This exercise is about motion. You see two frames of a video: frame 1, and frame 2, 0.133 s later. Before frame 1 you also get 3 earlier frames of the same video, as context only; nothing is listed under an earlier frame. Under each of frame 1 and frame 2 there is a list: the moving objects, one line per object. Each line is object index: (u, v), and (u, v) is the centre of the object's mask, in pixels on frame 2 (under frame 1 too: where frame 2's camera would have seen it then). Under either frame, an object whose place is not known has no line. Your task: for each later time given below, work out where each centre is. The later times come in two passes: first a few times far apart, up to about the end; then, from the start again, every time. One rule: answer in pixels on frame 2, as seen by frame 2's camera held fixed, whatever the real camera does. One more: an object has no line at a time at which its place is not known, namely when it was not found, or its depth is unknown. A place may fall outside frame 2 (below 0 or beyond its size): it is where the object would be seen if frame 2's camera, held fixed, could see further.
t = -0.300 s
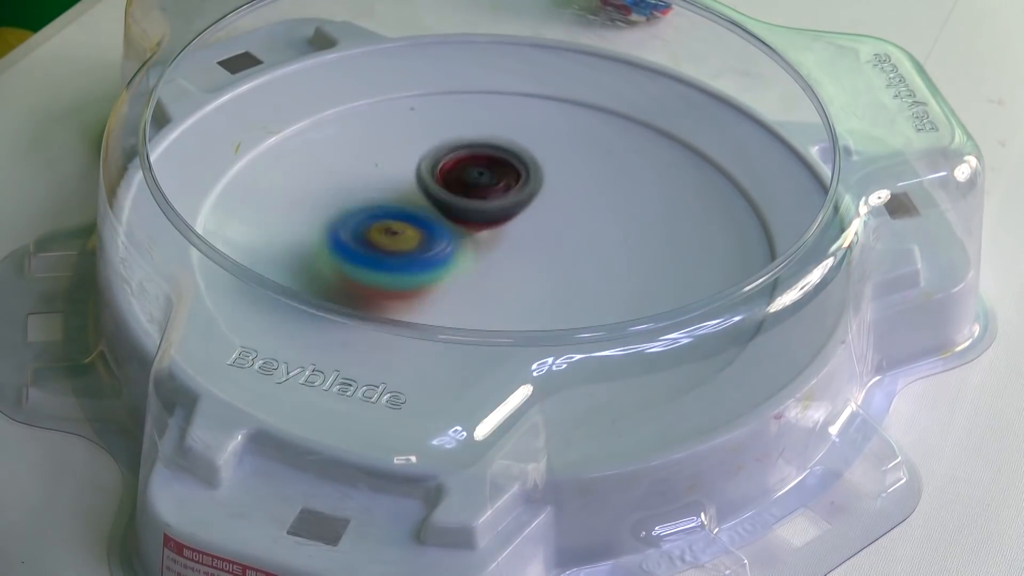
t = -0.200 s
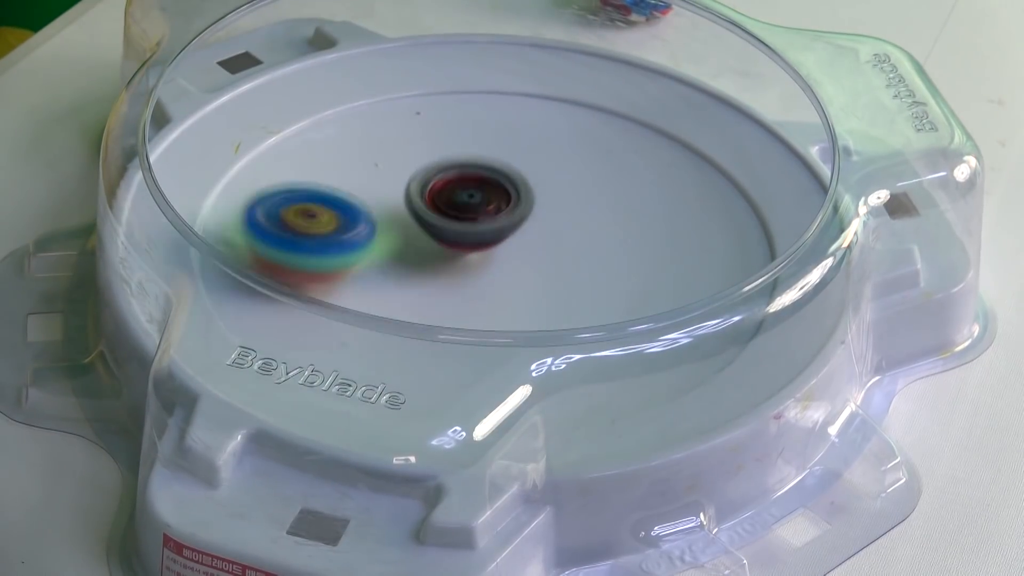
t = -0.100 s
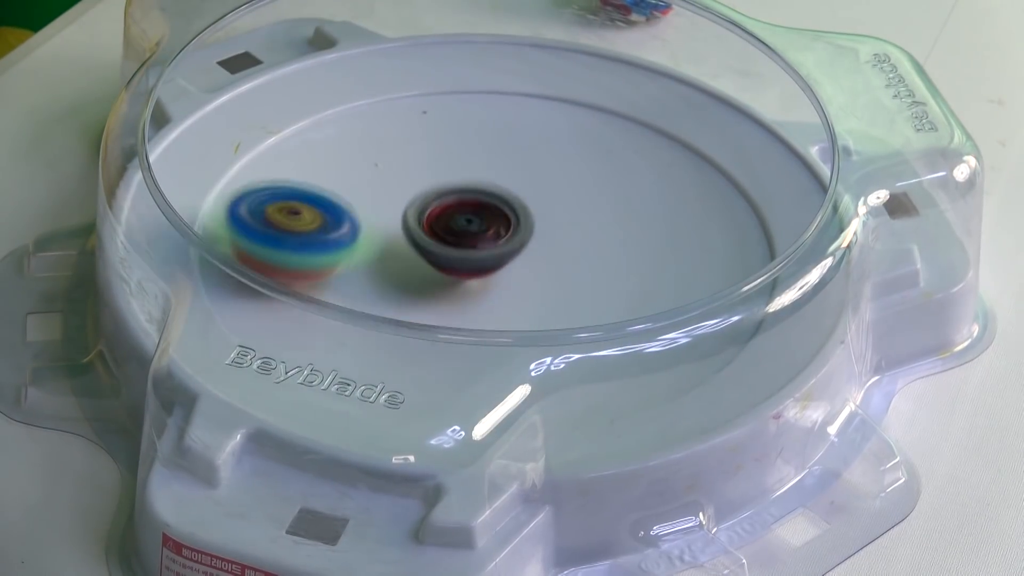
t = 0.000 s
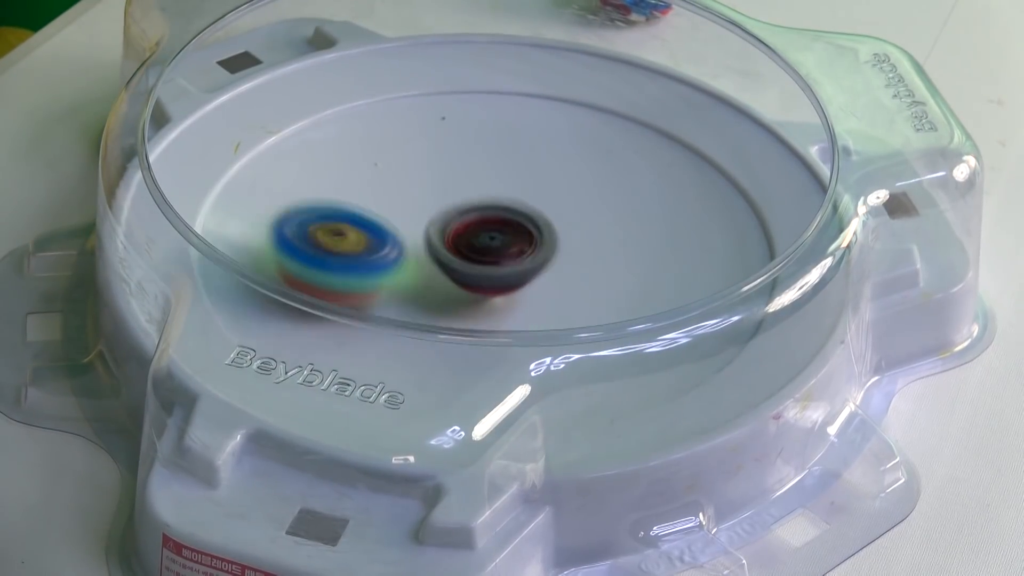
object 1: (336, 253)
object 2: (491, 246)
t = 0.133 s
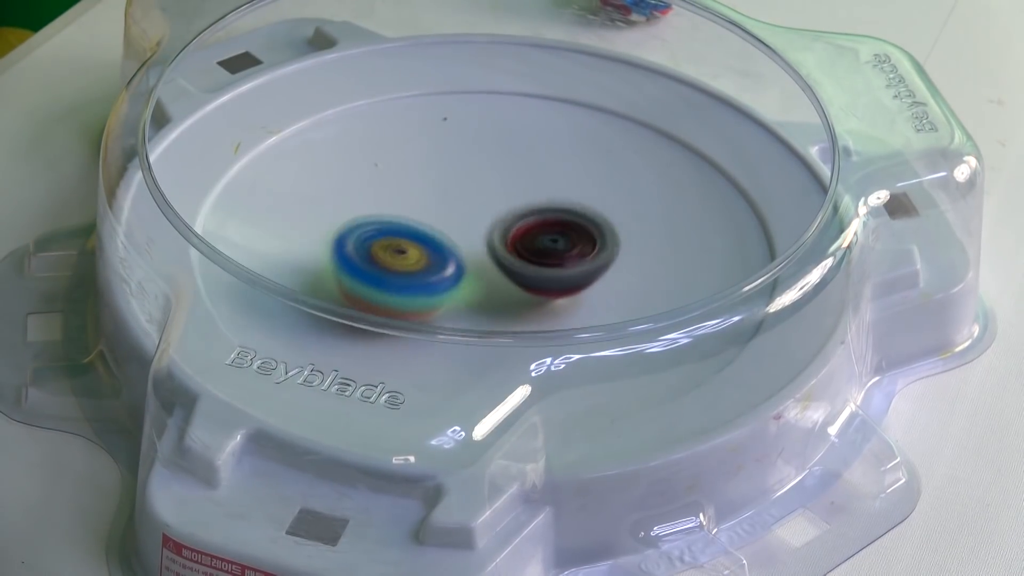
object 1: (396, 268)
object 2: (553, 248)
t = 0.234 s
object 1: (412, 260)
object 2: (577, 230)
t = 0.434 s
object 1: (389, 209)
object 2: (537, 216)
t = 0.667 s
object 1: (360, 229)
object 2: (513, 226)
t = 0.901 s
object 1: (425, 192)
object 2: (559, 257)
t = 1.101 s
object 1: (418, 172)
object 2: (573, 261)
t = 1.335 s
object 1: (422, 203)
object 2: (534, 251)
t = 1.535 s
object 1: (446, 162)
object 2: (558, 290)
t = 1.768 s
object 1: (448, 198)
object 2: (580, 281)
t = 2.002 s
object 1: (513, 197)
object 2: (520, 291)
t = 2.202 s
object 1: (545, 188)
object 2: (502, 298)
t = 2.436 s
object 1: (526, 204)
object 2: (493, 292)
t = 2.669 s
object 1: (555, 220)
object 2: (454, 281)
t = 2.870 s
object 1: (584, 241)
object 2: (424, 265)
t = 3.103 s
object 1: (555, 269)
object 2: (410, 235)
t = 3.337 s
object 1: (533, 272)
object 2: (407, 205)
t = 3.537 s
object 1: (536, 274)
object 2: (420, 192)
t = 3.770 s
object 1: (500, 284)
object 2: (454, 187)
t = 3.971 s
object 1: (456, 277)
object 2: (496, 184)
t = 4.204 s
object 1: (437, 252)
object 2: (549, 189)
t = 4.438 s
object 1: (445, 238)
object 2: (583, 208)
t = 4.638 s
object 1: (453, 229)
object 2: (594, 235)
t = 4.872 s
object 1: (463, 222)
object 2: (580, 269)
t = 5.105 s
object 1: (482, 221)
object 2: (545, 292)
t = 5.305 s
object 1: (507, 222)
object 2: (497, 299)
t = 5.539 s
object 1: (528, 234)
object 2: (442, 293)
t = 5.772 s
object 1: (535, 251)
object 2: (394, 268)
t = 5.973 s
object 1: (519, 260)
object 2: (375, 233)
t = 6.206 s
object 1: (491, 266)
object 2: (387, 192)
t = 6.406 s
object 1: (469, 264)
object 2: (423, 168)
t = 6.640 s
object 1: (453, 253)
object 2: (485, 159)
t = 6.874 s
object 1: (449, 239)
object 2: (562, 181)
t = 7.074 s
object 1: (461, 231)
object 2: (600, 211)
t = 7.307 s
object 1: (481, 225)
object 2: (608, 259)
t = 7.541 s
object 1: (498, 227)
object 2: (563, 297)
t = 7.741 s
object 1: (508, 232)
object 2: (490, 307)
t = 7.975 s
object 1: (514, 244)
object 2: (403, 291)
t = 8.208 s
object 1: (508, 251)
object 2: (362, 239)
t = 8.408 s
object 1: (499, 259)
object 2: (387, 189)
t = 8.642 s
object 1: (490, 259)
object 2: (462, 163)
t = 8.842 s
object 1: (471, 253)
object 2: (537, 172)
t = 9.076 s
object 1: (464, 242)
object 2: (594, 220)
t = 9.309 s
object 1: (475, 237)
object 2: (581, 288)
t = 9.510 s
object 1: (479, 240)
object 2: (499, 347)
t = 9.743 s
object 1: (475, 246)
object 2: (374, 315)
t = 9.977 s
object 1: (478, 245)
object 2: (343, 242)
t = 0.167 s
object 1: (404, 267)
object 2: (565, 243)
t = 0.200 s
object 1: (409, 264)
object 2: (573, 237)
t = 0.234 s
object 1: (412, 260)
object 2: (577, 230)
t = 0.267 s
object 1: (414, 252)
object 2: (575, 223)
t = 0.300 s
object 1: (414, 242)
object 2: (569, 217)
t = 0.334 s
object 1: (411, 233)
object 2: (560, 213)
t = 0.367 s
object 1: (406, 224)
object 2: (550, 213)
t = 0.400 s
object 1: (398, 216)
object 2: (542, 214)
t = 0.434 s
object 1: (389, 209)
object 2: (537, 216)
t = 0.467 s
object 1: (379, 203)
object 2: (534, 218)
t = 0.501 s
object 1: (368, 200)
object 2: (532, 220)
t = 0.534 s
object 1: (359, 200)
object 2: (531, 221)
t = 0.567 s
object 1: (353, 204)
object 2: (528, 221)
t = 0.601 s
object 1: (352, 213)
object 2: (522, 222)
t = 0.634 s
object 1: (355, 221)
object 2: (517, 224)
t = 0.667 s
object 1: (360, 229)
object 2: (513, 226)
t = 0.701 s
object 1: (366, 232)
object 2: (512, 228)
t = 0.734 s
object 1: (372, 231)
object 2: (516, 232)
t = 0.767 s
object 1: (380, 226)
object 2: (525, 239)
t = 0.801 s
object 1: (392, 220)
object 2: (534, 246)
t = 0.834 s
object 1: (405, 211)
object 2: (543, 251)
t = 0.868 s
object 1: (417, 201)
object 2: (551, 255)
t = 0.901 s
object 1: (425, 192)
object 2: (559, 257)
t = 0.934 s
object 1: (431, 184)
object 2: (566, 259)
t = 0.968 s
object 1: (432, 180)
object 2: (572, 260)
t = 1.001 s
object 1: (432, 175)
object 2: (576, 260)
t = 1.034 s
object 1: (429, 172)
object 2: (578, 261)
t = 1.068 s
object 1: (424, 171)
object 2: (577, 261)
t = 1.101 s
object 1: (418, 172)
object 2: (573, 261)
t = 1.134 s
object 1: (413, 175)
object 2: (569, 261)
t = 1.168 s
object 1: (406, 181)
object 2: (562, 259)
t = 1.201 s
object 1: (403, 185)
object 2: (556, 257)
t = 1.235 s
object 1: (400, 190)
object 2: (550, 254)
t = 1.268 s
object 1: (402, 193)
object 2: (546, 252)
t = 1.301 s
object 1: (407, 201)
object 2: (540, 250)
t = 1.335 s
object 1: (422, 203)
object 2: (534, 251)
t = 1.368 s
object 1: (428, 196)
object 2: (539, 264)
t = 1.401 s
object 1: (434, 183)
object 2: (543, 277)
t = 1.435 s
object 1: (440, 174)
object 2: (546, 284)
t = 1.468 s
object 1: (444, 167)
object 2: (548, 288)
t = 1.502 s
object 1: (446, 163)
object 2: (552, 289)
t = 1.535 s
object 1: (446, 162)
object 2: (558, 290)
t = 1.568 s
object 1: (447, 164)
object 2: (566, 290)
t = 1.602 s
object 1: (447, 169)
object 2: (574, 290)
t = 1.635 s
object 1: (449, 175)
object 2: (579, 288)
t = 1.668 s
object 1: (450, 182)
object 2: (581, 286)
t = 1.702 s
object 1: (451, 188)
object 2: (582, 284)
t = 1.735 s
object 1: (450, 194)
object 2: (582, 283)
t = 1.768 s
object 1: (448, 198)
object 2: (580, 281)
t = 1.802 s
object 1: (446, 202)
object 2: (576, 280)
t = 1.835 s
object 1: (448, 205)
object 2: (569, 279)
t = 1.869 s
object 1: (453, 208)
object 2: (562, 277)
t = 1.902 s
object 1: (464, 211)
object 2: (555, 276)
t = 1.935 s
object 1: (479, 208)
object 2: (545, 281)
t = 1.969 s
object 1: (496, 202)
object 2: (533, 287)
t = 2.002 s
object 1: (513, 197)
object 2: (520, 291)
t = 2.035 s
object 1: (526, 192)
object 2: (511, 294)
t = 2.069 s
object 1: (533, 189)
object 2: (505, 295)
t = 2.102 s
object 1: (539, 186)
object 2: (504, 296)
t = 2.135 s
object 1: (542, 186)
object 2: (503, 297)
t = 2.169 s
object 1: (544, 187)
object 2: (503, 298)
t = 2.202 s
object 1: (545, 188)
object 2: (502, 298)
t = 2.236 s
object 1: (542, 190)
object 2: (501, 298)
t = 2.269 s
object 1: (539, 192)
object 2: (501, 298)
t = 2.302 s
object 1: (535, 195)
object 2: (500, 298)
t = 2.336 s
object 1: (533, 198)
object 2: (499, 296)
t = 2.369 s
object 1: (530, 201)
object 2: (498, 295)
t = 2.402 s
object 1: (528, 202)
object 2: (497, 293)
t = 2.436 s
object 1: (526, 204)
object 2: (493, 292)
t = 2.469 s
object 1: (527, 205)
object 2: (490, 290)
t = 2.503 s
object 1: (529, 208)
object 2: (486, 289)
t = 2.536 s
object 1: (532, 209)
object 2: (482, 287)
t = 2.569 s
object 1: (535, 211)
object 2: (475, 286)
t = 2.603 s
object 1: (539, 214)
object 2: (468, 285)
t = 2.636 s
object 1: (546, 217)
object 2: (462, 283)
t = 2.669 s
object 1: (555, 220)
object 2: (454, 281)
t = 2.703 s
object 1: (562, 222)
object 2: (445, 279)
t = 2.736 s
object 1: (569, 225)
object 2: (438, 276)
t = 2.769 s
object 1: (575, 230)
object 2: (433, 274)
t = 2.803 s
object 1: (580, 233)
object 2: (429, 271)
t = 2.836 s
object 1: (582, 238)
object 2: (426, 267)
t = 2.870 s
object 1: (584, 241)
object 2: (424, 265)
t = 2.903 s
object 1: (582, 245)
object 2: (422, 262)
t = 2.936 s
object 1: (579, 249)
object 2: (420, 259)
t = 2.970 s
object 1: (574, 253)
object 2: (418, 256)
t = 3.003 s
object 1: (568, 256)
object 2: (417, 253)
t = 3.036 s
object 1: (563, 259)
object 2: (416, 249)
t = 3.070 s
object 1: (559, 264)
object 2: (412, 243)
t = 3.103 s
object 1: (555, 269)
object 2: (410, 235)
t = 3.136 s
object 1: (551, 274)
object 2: (408, 229)
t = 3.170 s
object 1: (546, 276)
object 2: (407, 224)
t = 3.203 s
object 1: (540, 277)
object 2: (406, 220)
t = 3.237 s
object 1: (537, 276)
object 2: (405, 215)
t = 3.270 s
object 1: (536, 275)
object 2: (406, 212)
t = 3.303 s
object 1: (534, 273)
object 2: (406, 208)
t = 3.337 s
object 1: (533, 272)
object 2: (407, 205)
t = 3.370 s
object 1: (534, 272)
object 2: (409, 202)
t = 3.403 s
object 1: (536, 271)
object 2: (410, 200)
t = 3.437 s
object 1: (537, 270)
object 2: (412, 197)
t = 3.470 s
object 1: (537, 271)
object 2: (414, 195)
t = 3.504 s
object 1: (537, 273)
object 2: (417, 194)
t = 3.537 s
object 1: (536, 274)
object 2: (420, 192)
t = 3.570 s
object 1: (533, 276)
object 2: (424, 191)
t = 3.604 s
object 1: (530, 279)
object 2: (429, 189)
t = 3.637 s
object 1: (526, 281)
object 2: (433, 189)
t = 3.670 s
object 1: (520, 281)
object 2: (438, 188)
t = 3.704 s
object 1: (513, 283)
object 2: (443, 188)
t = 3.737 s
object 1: (507, 284)
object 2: (449, 188)
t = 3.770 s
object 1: (500, 284)
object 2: (454, 187)
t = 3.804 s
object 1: (492, 284)
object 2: (460, 187)
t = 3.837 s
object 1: (484, 283)
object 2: (466, 186)
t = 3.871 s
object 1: (478, 281)
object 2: (473, 185)
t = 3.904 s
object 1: (471, 280)
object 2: (480, 185)
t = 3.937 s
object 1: (465, 279)
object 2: (488, 184)
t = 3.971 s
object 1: (456, 277)
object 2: (496, 184)
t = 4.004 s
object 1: (451, 274)
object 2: (505, 184)
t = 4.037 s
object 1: (447, 271)
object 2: (513, 184)
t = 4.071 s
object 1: (446, 268)
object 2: (520, 184)
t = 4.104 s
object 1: (444, 264)
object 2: (526, 185)
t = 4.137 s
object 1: (441, 259)
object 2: (534, 186)
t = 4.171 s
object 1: (439, 255)
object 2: (541, 187)
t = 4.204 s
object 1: (437, 252)
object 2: (549, 189)
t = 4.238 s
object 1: (437, 248)
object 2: (555, 191)
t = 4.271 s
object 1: (438, 246)
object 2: (561, 194)
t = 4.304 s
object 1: (441, 244)
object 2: (565, 197)
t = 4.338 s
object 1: (442, 242)
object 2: (571, 199)
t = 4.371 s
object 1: (442, 241)
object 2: (574, 202)
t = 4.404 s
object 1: (443, 238)
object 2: (579, 205)
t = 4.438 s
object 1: (445, 238)
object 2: (583, 208)
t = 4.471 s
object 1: (447, 236)
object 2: (586, 211)
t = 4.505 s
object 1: (449, 235)
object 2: (588, 215)
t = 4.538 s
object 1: (451, 233)
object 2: (591, 220)
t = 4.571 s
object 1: (452, 232)
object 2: (592, 224)
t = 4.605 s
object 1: (452, 231)
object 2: (593, 230)
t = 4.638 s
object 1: (453, 229)
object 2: (594, 235)
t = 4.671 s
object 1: (453, 227)
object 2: (593, 240)
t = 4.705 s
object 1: (455, 225)
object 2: (592, 245)
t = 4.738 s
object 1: (456, 224)
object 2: (591, 250)
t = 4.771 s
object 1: (458, 223)
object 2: (589, 255)
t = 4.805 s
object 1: (459, 223)
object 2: (587, 259)
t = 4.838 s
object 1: (461, 223)
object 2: (584, 264)
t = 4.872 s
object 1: (463, 222)
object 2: (580, 269)
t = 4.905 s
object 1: (466, 222)
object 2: (576, 273)
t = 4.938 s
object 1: (468, 221)
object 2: (571, 278)
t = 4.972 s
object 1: (471, 221)
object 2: (567, 281)
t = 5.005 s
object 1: (474, 220)
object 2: (562, 285)
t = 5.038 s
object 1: (477, 220)
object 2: (555, 287)
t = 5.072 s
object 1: (479, 220)
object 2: (551, 289)
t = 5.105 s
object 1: (482, 221)
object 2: (545, 292)
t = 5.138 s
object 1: (484, 220)
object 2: (537, 294)
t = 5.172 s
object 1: (488, 221)
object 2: (530, 295)
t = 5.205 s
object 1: (493, 220)
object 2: (521, 297)
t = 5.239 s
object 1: (498, 220)
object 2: (512, 298)
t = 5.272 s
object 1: (502, 221)
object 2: (505, 298)
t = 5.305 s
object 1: (507, 222)
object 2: (497, 299)
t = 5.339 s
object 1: (511, 222)
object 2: (488, 299)
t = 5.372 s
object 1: (514, 223)
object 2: (482, 300)
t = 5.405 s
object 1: (518, 224)
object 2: (474, 299)
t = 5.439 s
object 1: (520, 226)
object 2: (465, 297)
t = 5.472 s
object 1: (524, 229)
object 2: (458, 297)
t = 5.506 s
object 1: (526, 232)
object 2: (449, 295)
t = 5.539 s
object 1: (528, 234)
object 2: (442, 293)
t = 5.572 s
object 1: (530, 237)
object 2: (433, 291)
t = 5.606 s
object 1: (532, 239)
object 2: (426, 289)
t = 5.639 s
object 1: (533, 242)
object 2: (418, 285)
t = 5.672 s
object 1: (535, 244)
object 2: (410, 281)
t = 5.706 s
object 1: (536, 247)
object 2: (404, 277)
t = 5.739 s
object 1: (535, 250)
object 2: (398, 273)
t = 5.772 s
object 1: (535, 251)
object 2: (394, 268)
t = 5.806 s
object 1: (533, 252)
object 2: (389, 263)
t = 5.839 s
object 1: (531, 254)
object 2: (385, 258)
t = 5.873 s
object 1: (529, 256)
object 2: (381, 252)
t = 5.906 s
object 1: (527, 257)
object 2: (378, 245)
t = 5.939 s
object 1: (523, 259)
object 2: (376, 239)
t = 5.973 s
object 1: (519, 260)
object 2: (375, 233)
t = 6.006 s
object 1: (514, 260)
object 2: (374, 227)
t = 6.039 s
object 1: (512, 262)
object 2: (374, 220)
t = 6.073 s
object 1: (509, 263)
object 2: (375, 214)
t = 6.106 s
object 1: (504, 264)
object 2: (376, 208)
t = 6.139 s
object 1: (501, 265)
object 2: (380, 203)
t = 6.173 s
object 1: (495, 265)
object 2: (383, 198)
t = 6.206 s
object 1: (491, 266)
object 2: (387, 192)
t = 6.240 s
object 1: (488, 267)
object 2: (391, 188)
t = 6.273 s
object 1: (484, 267)
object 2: (397, 183)
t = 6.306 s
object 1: (479, 267)
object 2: (403, 179)
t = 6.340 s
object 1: (475, 265)
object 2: (410, 175)
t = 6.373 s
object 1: (471, 265)
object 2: (416, 171)
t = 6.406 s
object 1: (469, 264)
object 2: (423, 168)
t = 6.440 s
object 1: (468, 263)
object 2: (429, 165)
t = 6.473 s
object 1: (464, 262)
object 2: (437, 162)
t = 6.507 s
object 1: (462, 259)
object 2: (446, 161)
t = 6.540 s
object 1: (460, 257)
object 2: (454, 160)
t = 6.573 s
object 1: (459, 256)
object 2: (464, 159)
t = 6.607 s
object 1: (458, 255)
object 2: (473, 159)
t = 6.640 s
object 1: (453, 253)
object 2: (485, 159)
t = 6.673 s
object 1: (450, 252)
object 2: (498, 160)
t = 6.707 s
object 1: (449, 249)
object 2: (510, 161)
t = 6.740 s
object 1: (448, 247)
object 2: (522, 164)
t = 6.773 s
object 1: (446, 244)
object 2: (534, 168)
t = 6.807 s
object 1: (445, 241)
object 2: (546, 172)
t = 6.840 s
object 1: (447, 240)
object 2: (555, 177)
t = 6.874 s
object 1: (449, 239)
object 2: (562, 181)
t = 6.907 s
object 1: (449, 237)
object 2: (569, 185)
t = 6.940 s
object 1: (454, 236)
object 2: (576, 190)
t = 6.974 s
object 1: (457, 235)
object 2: (582, 194)
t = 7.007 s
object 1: (458, 234)
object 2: (588, 200)
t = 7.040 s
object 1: (458, 233)
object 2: (594, 206)
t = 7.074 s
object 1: (461, 231)
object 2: (600, 211)
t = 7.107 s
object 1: (462, 228)
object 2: (604, 218)
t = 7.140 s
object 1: (463, 228)
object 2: (607, 224)
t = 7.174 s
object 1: (468, 227)
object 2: (609, 232)
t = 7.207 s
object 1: (470, 225)
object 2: (609, 239)
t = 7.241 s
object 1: (472, 226)
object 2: (609, 245)
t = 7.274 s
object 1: (477, 226)
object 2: (608, 252)
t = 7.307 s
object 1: (481, 225)
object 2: (608, 259)
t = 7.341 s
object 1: (482, 226)
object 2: (605, 267)
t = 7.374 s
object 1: (486, 226)
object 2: (601, 273)
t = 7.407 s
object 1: (489, 225)
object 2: (595, 279)
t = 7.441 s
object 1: (490, 227)
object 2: (588, 284)
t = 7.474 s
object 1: (495, 227)
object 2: (581, 288)
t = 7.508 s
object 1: (496, 227)
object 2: (572, 293)
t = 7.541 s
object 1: (498, 227)
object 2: (563, 297)
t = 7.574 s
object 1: (502, 227)
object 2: (553, 300)
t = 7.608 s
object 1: (501, 229)
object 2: (541, 303)
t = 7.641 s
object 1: (504, 230)
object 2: (529, 304)
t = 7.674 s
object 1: (504, 230)
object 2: (516, 306)
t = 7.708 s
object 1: (505, 232)
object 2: (503, 306)
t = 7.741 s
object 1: (508, 232)
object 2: (490, 307)
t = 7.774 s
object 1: (507, 234)
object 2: (477, 306)
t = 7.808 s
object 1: (510, 235)
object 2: (464, 305)
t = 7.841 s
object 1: (509, 237)
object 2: (452, 304)
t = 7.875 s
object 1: (510, 238)
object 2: (441, 301)
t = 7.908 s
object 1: (510, 240)
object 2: (429, 299)
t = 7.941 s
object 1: (509, 243)
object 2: (417, 295)
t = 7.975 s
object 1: (514, 244)
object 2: (403, 291)
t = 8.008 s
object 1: (513, 246)
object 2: (387, 285)
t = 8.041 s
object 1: (516, 247)
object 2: (377, 278)
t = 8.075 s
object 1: (514, 248)
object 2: (369, 272)
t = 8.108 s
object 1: (515, 249)
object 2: (364, 265)
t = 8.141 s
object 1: (512, 250)
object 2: (362, 256)
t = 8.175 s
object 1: (512, 251)
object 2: (362, 247)
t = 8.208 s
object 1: (508, 251)
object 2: (362, 239)
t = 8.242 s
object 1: (507, 251)
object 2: (364, 230)
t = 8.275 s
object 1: (505, 253)
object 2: (366, 222)
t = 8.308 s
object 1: (506, 256)
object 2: (368, 213)
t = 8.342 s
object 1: (503, 257)
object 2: (373, 205)
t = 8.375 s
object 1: (504, 259)
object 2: (380, 196)
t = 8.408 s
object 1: (499, 259)
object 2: (387, 189)
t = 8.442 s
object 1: (500, 260)
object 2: (395, 182)
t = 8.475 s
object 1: (496, 260)
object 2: (405, 177)
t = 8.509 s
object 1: (497, 260)
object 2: (415, 172)
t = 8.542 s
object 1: (493, 260)
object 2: (426, 169)
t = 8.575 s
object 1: (494, 260)
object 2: (437, 166)
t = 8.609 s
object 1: (490, 260)
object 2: (449, 165)
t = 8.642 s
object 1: (490, 259)
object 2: (462, 163)
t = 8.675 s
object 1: (486, 258)
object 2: (473, 162)
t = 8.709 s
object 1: (486, 258)
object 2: (485, 161)
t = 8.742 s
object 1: (481, 256)
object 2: (499, 161)
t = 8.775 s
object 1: (480, 256)
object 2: (511, 164)
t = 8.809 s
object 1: (474, 255)
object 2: (524, 167)
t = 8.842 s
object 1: (471, 253)
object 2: (537, 172)
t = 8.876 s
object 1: (472, 252)
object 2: (550, 177)
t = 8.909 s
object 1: (467, 251)
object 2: (560, 181)
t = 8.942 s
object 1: (465, 250)
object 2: (568, 185)
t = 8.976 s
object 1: (464, 246)
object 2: (576, 194)
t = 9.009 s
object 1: (465, 245)
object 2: (584, 203)
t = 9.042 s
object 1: (467, 245)
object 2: (590, 212)
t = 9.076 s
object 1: (464, 242)
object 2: (594, 220)
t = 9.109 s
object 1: (464, 242)
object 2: (598, 228)
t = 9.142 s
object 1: (465, 239)
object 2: (599, 239)
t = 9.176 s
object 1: (465, 237)
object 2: (599, 251)
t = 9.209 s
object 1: (469, 238)
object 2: (597, 261)
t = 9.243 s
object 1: (470, 236)
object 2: (594, 270)
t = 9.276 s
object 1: (472, 236)
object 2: (590, 279)
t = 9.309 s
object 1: (475, 237)
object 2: (581, 288)
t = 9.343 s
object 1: (475, 235)
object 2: (573, 295)
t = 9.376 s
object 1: (479, 235)
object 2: (562, 302)
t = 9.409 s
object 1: (482, 237)
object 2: (554, 306)
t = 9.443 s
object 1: (480, 238)
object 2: (541, 311)
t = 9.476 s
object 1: (481, 239)
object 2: (521, 321)
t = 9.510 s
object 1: (479, 240)
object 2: (499, 347)
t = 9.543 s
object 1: (477, 240)
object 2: (479, 346)
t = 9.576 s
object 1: (479, 240)
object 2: (459, 345)
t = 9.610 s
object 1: (480, 242)
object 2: (439, 343)
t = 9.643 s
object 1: (479, 244)
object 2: (422, 341)
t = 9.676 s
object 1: (478, 245)
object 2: (399, 336)
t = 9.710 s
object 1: (477, 246)
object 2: (389, 319)
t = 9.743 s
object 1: (475, 246)
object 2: (374, 315)
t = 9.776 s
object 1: (476, 246)
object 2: (361, 307)
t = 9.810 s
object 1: (476, 245)
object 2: (355, 289)
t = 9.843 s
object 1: (475, 245)
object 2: (346, 281)
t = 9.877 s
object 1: (475, 245)
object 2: (340, 272)
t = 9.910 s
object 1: (477, 245)
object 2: (338, 264)
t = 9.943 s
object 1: (477, 245)
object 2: (336, 253)
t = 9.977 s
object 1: (478, 245)
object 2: (343, 242)
